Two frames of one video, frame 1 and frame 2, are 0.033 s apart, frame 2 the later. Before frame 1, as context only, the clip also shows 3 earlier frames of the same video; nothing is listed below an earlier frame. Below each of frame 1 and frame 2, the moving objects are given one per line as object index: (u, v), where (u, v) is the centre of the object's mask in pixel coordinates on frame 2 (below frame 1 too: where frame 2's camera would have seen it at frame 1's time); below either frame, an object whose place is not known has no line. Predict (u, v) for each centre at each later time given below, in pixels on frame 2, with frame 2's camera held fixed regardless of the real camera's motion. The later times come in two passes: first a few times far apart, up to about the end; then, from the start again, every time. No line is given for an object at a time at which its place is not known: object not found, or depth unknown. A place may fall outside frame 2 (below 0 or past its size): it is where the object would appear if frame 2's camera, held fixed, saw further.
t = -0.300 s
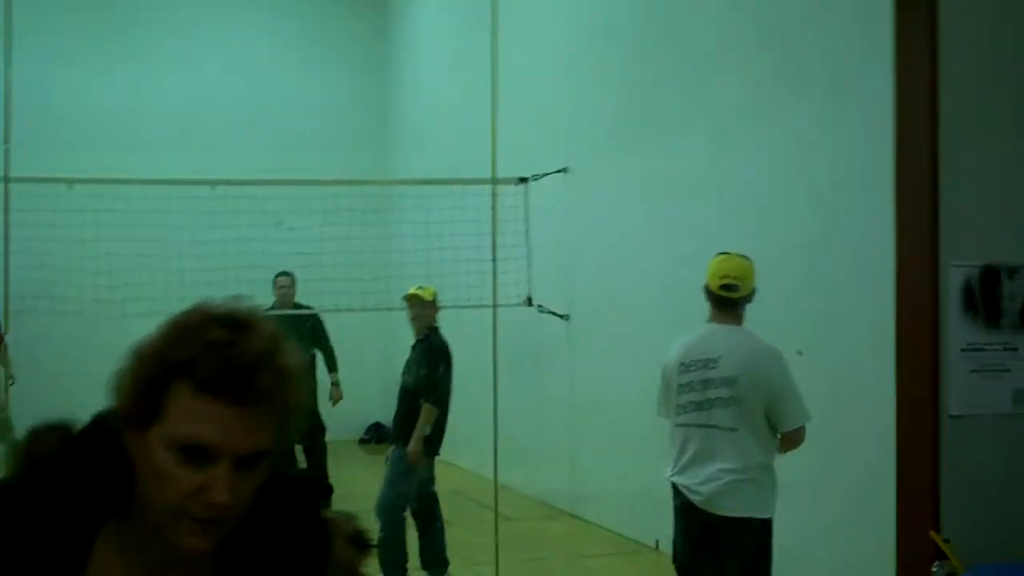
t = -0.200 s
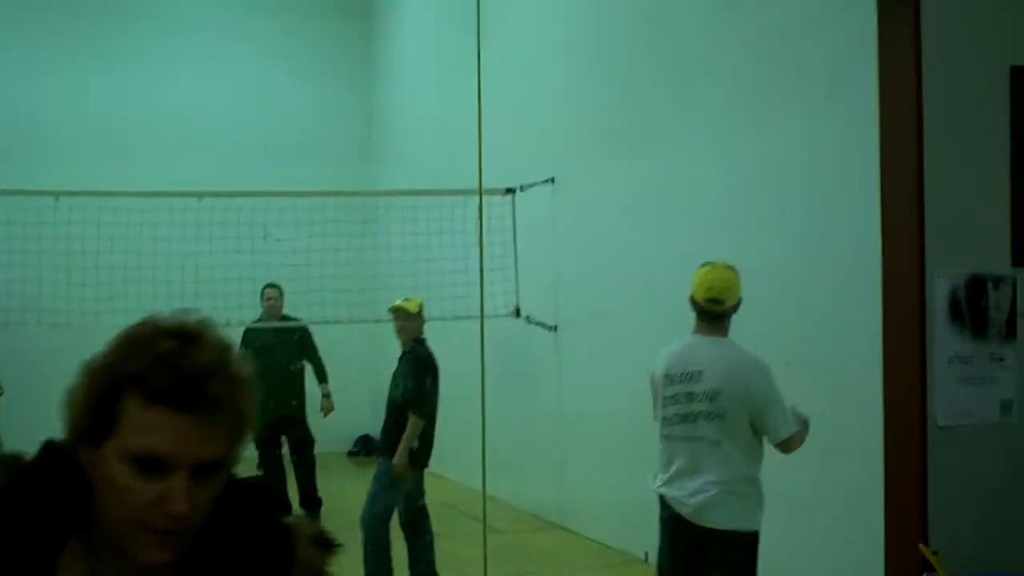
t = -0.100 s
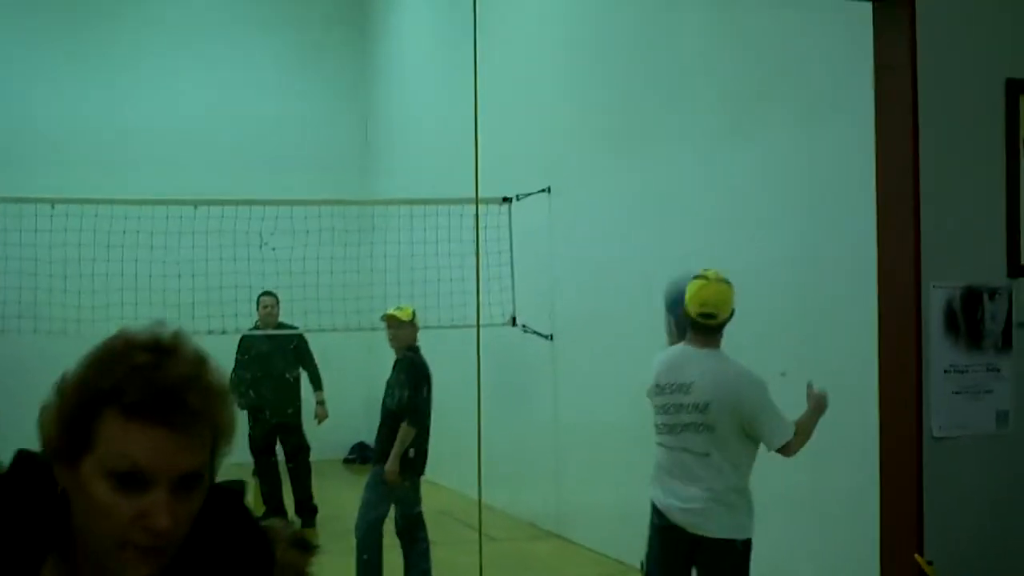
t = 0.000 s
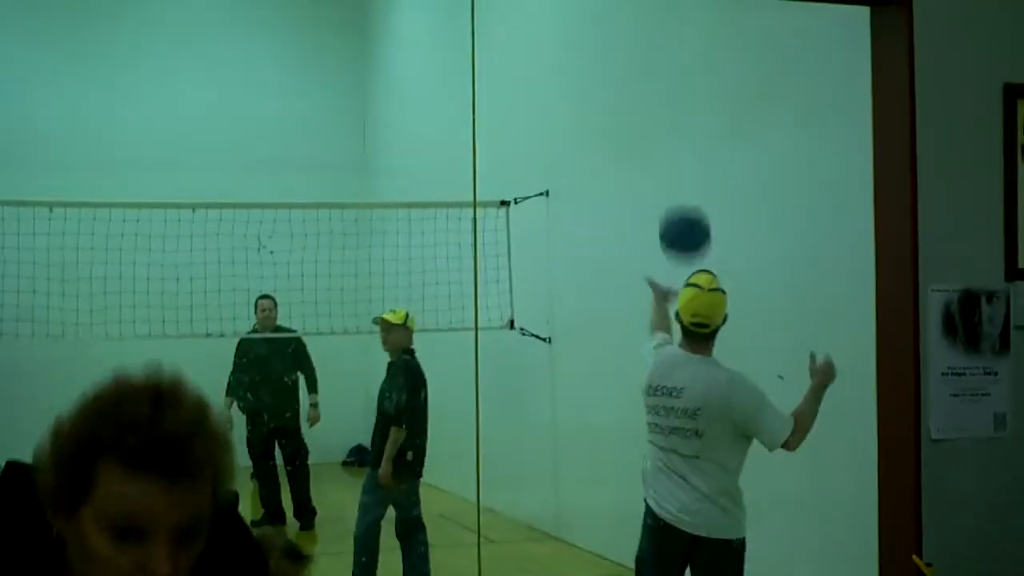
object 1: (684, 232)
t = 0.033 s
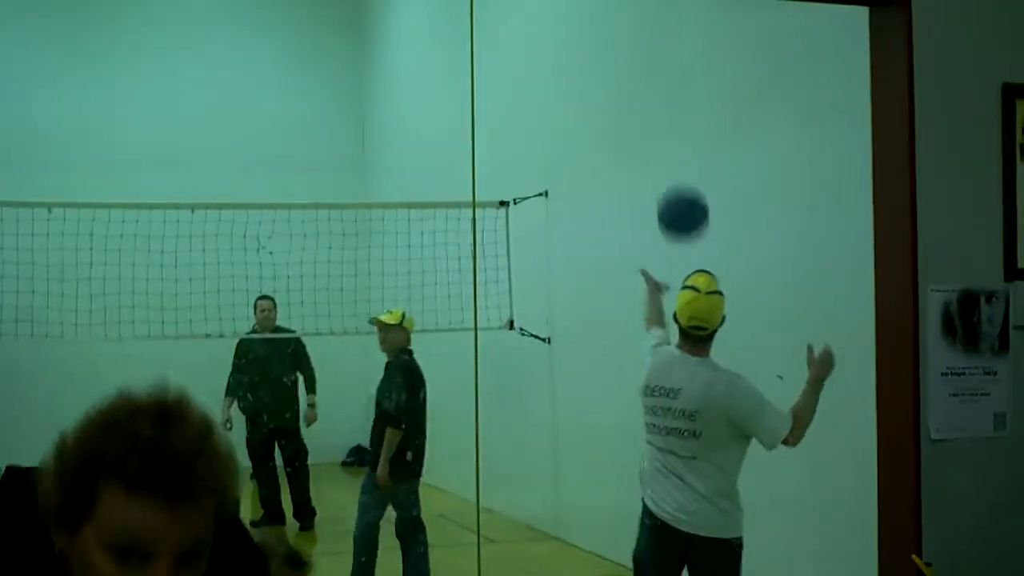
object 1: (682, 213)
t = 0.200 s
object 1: (677, 153)
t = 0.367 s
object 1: (672, 157)
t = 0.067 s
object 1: (681, 195)
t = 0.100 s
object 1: (680, 181)
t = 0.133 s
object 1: (679, 169)
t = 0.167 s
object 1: (678, 160)
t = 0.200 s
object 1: (677, 153)
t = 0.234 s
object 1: (675, 149)
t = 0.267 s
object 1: (674, 147)
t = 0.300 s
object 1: (674, 148)
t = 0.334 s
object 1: (673, 151)
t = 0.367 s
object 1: (672, 157)
